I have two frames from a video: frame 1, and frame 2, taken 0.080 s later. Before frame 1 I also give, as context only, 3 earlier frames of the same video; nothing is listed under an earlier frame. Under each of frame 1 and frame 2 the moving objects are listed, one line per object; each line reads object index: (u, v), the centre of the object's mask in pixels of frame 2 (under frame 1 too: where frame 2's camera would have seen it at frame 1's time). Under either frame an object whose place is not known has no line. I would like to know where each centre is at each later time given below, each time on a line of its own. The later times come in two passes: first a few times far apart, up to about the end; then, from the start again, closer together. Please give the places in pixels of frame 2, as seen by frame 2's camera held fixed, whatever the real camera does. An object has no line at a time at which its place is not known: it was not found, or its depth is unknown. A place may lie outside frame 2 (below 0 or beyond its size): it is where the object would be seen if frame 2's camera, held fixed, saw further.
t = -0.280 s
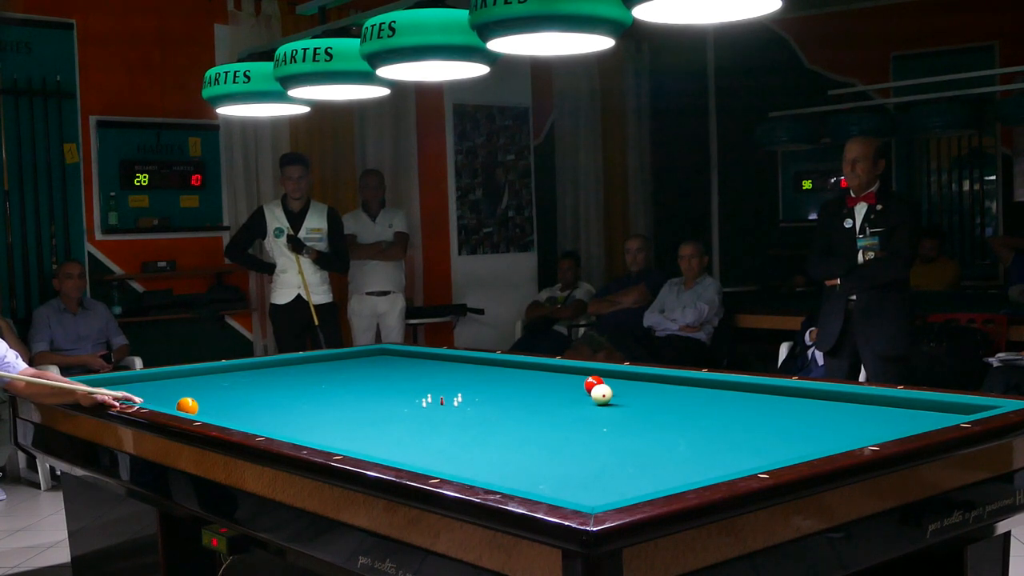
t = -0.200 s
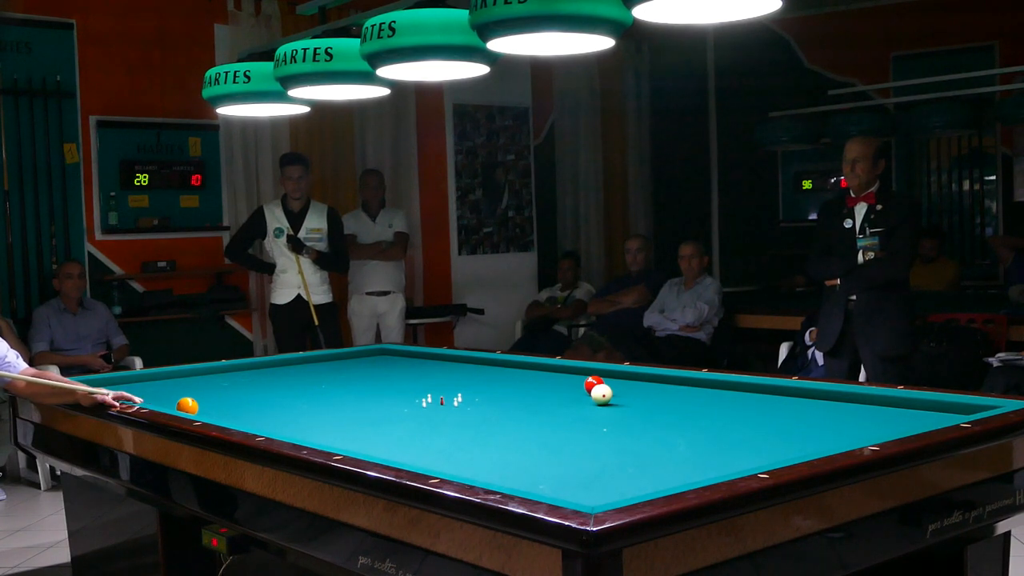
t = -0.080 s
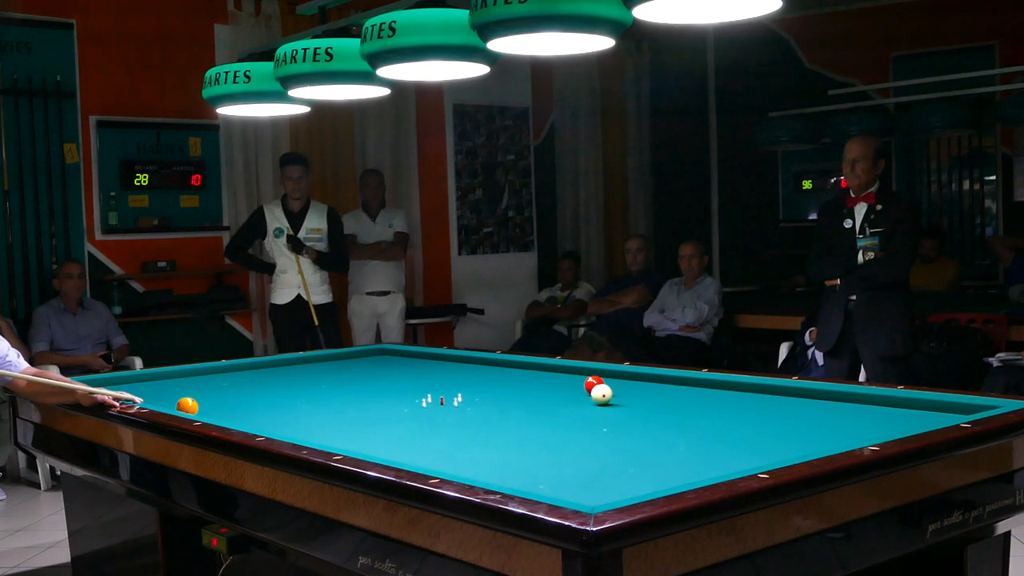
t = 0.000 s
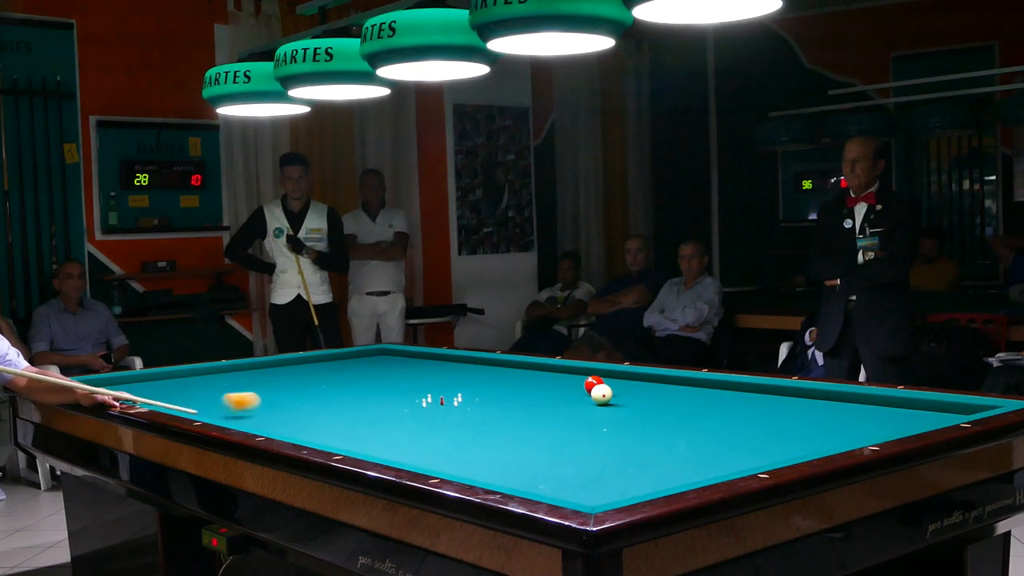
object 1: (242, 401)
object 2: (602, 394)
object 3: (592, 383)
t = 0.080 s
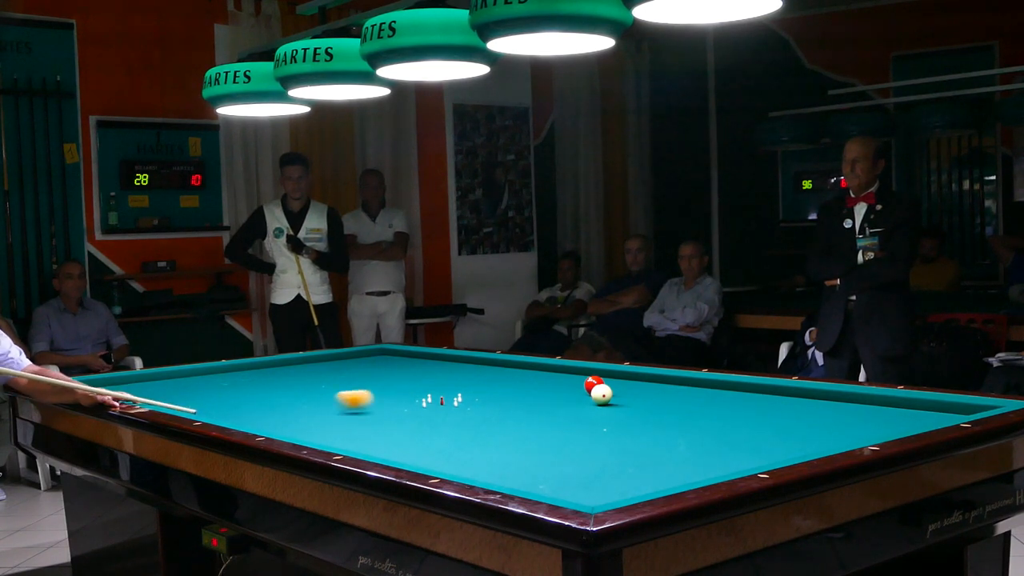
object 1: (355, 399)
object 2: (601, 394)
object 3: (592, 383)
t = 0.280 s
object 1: (583, 393)
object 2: (647, 392)
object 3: (596, 384)
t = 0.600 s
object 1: (587, 388)
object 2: (847, 417)
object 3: (600, 383)
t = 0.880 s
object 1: (582, 386)
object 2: (744, 442)
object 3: (606, 380)
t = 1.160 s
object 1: (578, 385)
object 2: (544, 450)
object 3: (613, 377)
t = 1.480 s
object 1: (573, 384)
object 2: (399, 447)
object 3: (621, 374)
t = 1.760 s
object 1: (570, 383)
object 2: (404, 423)
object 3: (617, 373)
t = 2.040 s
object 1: (566, 382)
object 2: (404, 405)
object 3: (606, 374)
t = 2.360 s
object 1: (563, 381)
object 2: (403, 387)
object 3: (594, 374)
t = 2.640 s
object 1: (560, 381)
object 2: (402, 375)
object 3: (585, 375)
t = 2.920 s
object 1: (559, 380)
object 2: (402, 366)
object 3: (577, 375)
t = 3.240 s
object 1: (557, 380)
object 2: (401, 356)
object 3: (571, 374)
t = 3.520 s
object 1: (556, 380)
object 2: (386, 351)
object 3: (566, 373)
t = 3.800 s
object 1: (555, 380)
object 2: (371, 352)
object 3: (562, 372)
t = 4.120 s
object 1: (555, 379)
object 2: (379, 354)
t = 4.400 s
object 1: (555, 379)
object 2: (387, 356)
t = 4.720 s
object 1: (555, 380)
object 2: (395, 358)
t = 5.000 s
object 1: (555, 380)
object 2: (402, 360)
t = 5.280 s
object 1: (555, 380)
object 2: (410, 362)
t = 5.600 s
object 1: (555, 380)
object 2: (418, 364)
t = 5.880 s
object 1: (555, 379)
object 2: (425, 366)
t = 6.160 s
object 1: (555, 380)
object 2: (431, 368)
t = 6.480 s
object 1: (555, 380)
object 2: (438, 370)
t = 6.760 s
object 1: (555, 380)
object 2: (444, 372)
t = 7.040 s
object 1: (555, 380)
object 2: (450, 374)
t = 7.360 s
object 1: (555, 380)
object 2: (456, 376)
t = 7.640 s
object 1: (555, 380)
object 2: (461, 377)
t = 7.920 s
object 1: (555, 380)
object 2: (466, 379)
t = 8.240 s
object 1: (555, 380)
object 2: (471, 380)
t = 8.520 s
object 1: (555, 380)
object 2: (475, 382)
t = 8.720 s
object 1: (556, 380)
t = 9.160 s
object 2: (484, 384)
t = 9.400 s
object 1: (555, 380)
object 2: (487, 386)
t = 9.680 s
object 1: (555, 380)
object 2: (490, 387)
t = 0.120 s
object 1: (410, 397)
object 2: (601, 394)
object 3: (592, 383)
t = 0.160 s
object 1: (467, 396)
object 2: (602, 394)
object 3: (592, 383)
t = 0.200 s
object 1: (521, 394)
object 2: (601, 394)
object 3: (592, 383)
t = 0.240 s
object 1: (573, 393)
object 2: (602, 393)
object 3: (593, 381)
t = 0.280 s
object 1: (583, 393)
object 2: (647, 392)
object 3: (596, 384)
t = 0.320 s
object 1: (585, 392)
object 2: (698, 391)
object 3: (596, 383)
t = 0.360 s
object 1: (586, 391)
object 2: (750, 391)
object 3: (597, 383)
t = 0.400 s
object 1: (587, 391)
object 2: (801, 390)
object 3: (597, 383)
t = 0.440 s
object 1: (587, 390)
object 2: (822, 394)
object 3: (597, 383)
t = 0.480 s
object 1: (588, 389)
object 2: (828, 400)
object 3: (598, 383)
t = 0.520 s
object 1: (589, 388)
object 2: (834, 406)
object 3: (599, 382)
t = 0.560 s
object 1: (588, 388)
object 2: (840, 411)
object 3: (599, 383)
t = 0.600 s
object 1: (587, 388)
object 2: (847, 417)
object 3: (600, 383)
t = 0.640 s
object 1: (586, 387)
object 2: (855, 424)
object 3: (601, 383)
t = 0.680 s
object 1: (585, 387)
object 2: (862, 429)
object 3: (601, 382)
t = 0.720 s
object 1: (585, 387)
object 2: (870, 432)
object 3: (602, 382)
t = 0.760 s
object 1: (584, 387)
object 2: (841, 436)
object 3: (603, 382)
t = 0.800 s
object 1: (584, 387)
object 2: (808, 438)
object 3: (604, 381)
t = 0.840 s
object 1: (583, 387)
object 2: (775, 440)
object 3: (605, 381)
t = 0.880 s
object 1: (582, 386)
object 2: (744, 442)
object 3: (606, 380)
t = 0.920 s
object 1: (582, 386)
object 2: (713, 443)
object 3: (607, 380)
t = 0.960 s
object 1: (581, 386)
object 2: (684, 444)
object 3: (608, 380)
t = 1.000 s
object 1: (580, 386)
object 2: (656, 445)
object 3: (609, 379)
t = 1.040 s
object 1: (580, 386)
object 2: (628, 446)
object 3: (610, 379)
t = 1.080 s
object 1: (579, 386)
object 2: (600, 448)
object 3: (611, 378)
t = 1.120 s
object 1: (578, 385)
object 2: (572, 449)
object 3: (612, 378)
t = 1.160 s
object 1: (578, 385)
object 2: (544, 450)
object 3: (613, 377)
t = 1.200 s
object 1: (577, 385)
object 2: (517, 452)
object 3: (614, 377)
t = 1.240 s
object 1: (577, 385)
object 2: (489, 453)
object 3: (615, 376)
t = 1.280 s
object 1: (576, 385)
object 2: (461, 455)
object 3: (616, 376)
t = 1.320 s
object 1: (576, 385)
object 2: (433, 455)
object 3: (617, 376)
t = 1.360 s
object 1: (575, 384)
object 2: (406, 454)
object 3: (618, 375)
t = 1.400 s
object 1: (574, 384)
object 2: (391, 452)
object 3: (619, 375)
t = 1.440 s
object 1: (574, 384)
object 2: (396, 450)
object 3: (620, 375)
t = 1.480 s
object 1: (573, 384)
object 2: (399, 447)
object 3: (621, 374)
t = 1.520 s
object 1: (573, 384)
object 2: (402, 443)
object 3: (622, 374)
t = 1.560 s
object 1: (572, 384)
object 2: (403, 439)
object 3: (623, 373)
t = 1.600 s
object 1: (572, 384)
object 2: (404, 435)
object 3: (624, 373)
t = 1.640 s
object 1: (571, 384)
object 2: (404, 432)
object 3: (622, 373)
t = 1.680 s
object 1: (571, 383)
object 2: (404, 429)
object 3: (621, 373)
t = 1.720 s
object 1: (570, 383)
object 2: (404, 426)
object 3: (619, 373)
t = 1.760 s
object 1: (570, 383)
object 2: (404, 423)
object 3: (617, 373)
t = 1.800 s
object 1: (569, 383)
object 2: (404, 420)
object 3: (615, 373)
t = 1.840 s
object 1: (569, 383)
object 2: (404, 417)
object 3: (614, 373)
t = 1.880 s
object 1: (568, 383)
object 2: (404, 414)
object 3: (612, 374)
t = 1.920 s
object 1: (567, 382)
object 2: (404, 412)
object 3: (611, 374)
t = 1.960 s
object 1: (567, 382)
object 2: (404, 410)
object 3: (609, 374)
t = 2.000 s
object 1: (566, 382)
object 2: (404, 407)
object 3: (607, 374)
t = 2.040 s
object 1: (566, 382)
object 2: (404, 405)
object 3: (606, 374)
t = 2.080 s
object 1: (566, 382)
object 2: (404, 402)
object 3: (604, 374)
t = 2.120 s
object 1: (565, 382)
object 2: (404, 399)
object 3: (603, 374)
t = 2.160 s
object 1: (565, 382)
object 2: (403, 397)
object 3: (601, 374)
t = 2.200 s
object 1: (564, 382)
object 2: (403, 395)
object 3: (600, 374)
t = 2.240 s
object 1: (564, 382)
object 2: (403, 393)
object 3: (598, 374)
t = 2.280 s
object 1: (563, 382)
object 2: (403, 391)
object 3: (597, 374)
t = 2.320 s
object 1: (563, 382)
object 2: (403, 389)
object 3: (595, 374)
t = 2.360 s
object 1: (563, 381)
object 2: (403, 387)
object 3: (594, 374)
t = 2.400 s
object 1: (562, 381)
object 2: (403, 386)
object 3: (593, 374)
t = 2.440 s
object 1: (562, 381)
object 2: (403, 384)
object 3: (591, 374)
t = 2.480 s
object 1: (562, 381)
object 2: (403, 382)
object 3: (590, 374)
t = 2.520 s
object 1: (561, 381)
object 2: (403, 380)
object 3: (589, 374)
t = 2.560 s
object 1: (561, 381)
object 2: (403, 378)
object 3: (587, 374)
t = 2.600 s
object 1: (561, 381)
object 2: (403, 377)
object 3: (586, 375)
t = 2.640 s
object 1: (560, 381)
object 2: (402, 375)
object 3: (585, 375)
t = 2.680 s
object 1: (560, 381)
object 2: (402, 374)
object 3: (584, 375)
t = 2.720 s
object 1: (560, 381)
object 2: (402, 373)
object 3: (583, 375)
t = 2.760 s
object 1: (560, 381)
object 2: (402, 371)
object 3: (582, 375)
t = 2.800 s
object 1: (559, 381)
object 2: (402, 369)
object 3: (580, 375)
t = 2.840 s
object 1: (559, 381)
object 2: (402, 368)
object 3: (579, 375)
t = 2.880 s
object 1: (559, 381)
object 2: (402, 367)
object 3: (578, 375)
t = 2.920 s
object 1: (559, 380)
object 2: (402, 366)
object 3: (577, 375)
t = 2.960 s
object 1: (558, 381)
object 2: (402, 364)
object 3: (576, 375)
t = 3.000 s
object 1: (558, 381)
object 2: (402, 363)
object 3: (575, 375)
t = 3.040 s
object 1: (558, 381)
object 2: (402, 362)
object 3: (575, 375)
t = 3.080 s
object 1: (558, 380)
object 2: (401, 360)
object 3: (574, 375)
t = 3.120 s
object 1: (558, 380)
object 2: (401, 359)
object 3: (573, 375)
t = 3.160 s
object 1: (557, 380)
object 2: (401, 358)
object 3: (572, 375)
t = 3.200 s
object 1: (557, 380)
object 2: (401, 357)
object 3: (572, 375)
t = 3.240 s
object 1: (557, 380)
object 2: (401, 356)
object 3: (571, 374)
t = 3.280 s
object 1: (557, 380)
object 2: (401, 355)
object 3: (570, 374)
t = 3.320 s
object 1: (557, 380)
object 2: (401, 354)
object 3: (570, 374)
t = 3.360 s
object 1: (556, 380)
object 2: (401, 352)
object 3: (569, 374)
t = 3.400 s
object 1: (556, 380)
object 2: (401, 352)
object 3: (568, 374)
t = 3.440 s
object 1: (556, 380)
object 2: (400, 351)
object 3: (568, 374)
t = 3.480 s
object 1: (556, 380)
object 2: (393, 351)
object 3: (567, 374)
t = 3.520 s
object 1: (556, 380)
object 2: (386, 351)
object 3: (566, 373)
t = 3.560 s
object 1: (556, 380)
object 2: (379, 351)
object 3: (566, 373)
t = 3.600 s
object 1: (556, 380)
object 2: (373, 351)
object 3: (565, 373)
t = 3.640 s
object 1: (556, 380)
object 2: (367, 350)
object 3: (565, 373)
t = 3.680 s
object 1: (555, 380)
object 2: (365, 351)
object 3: (564, 372)
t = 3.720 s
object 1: (556, 380)
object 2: (367, 351)
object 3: (563, 372)
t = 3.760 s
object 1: (556, 380)
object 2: (369, 351)
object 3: (562, 372)
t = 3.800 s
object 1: (555, 380)
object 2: (371, 352)
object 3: (562, 372)
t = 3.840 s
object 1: (555, 380)
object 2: (371, 352)
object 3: (561, 371)
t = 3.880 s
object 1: (555, 380)
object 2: (372, 352)
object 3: (560, 371)
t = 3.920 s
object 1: (555, 380)
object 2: (374, 352)
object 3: (559, 371)
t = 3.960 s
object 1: (555, 380)
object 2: (375, 353)
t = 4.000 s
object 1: (555, 380)
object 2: (376, 353)
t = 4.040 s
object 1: (555, 380)
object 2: (377, 353)
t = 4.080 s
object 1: (555, 379)
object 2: (378, 353)
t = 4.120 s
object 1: (555, 379)
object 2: (379, 354)
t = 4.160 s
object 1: (555, 379)
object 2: (380, 354)
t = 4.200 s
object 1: (555, 379)
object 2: (381, 354)
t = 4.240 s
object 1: (555, 380)
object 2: (382, 354)
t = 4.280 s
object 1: (555, 380)
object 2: (383, 355)
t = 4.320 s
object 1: (555, 380)
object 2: (384, 355)
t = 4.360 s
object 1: (555, 380)
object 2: (385, 355)
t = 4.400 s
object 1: (555, 379)
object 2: (387, 356)
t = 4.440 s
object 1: (555, 379)
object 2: (387, 356)
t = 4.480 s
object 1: (555, 380)
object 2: (388, 356)
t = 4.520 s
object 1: (555, 380)
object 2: (390, 357)
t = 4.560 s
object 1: (555, 380)
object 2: (391, 357)
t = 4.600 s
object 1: (555, 380)
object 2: (392, 357)
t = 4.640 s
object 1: (555, 380)
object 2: (393, 358)
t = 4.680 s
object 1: (555, 380)
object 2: (394, 358)
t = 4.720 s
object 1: (555, 380)
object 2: (395, 358)
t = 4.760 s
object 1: (555, 380)
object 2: (396, 358)
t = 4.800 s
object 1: (555, 380)
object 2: (397, 359)
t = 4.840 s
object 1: (555, 380)
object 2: (398, 359)
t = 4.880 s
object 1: (555, 380)
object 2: (399, 359)
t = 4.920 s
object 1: (555, 380)
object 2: (400, 360)
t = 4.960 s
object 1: (555, 380)
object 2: (401, 360)
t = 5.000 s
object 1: (555, 380)
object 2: (402, 360)
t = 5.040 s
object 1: (555, 380)
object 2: (403, 360)
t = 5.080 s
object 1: (555, 380)
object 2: (405, 360)
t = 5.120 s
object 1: (555, 380)
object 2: (406, 361)
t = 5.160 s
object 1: (555, 380)
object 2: (407, 361)
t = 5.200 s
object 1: (555, 380)
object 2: (408, 361)
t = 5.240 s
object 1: (555, 380)
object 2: (408, 362)
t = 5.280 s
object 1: (555, 380)
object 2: (410, 362)
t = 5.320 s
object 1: (555, 380)
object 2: (411, 362)
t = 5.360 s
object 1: (555, 380)
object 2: (412, 363)
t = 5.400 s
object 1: (555, 380)
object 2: (413, 363)
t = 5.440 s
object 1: (555, 380)
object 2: (414, 363)
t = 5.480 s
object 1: (555, 380)
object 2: (415, 364)
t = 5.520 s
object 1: (555, 380)
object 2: (416, 364)
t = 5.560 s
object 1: (555, 380)
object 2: (417, 364)
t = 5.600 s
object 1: (555, 380)
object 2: (418, 364)
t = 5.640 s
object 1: (555, 380)
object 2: (419, 365)
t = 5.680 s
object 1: (555, 380)
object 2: (419, 365)
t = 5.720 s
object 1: (555, 380)
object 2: (421, 365)
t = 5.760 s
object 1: (555, 380)
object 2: (422, 365)
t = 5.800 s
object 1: (555, 380)
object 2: (423, 366)
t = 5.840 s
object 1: (555, 380)
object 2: (424, 366)
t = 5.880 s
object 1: (555, 379)
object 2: (425, 366)
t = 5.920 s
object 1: (555, 380)
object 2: (425, 366)
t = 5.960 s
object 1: (555, 380)
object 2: (426, 367)
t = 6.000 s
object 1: (555, 380)
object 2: (427, 367)
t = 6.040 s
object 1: (555, 380)
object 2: (428, 367)
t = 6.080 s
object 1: (555, 380)
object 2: (429, 368)
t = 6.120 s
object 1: (555, 380)
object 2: (430, 368)
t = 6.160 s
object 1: (555, 380)
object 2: (431, 368)
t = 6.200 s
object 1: (555, 380)
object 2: (432, 368)
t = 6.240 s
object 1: (555, 380)
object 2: (433, 369)
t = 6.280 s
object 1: (555, 380)
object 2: (434, 369)
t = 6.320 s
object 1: (555, 380)
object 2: (435, 369)
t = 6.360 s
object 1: (555, 380)
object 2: (436, 369)
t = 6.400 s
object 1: (555, 380)
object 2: (436, 370)
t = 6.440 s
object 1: (555, 380)
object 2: (437, 370)
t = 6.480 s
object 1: (555, 380)
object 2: (438, 370)
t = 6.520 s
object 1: (555, 380)
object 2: (439, 370)
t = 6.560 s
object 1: (555, 380)
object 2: (440, 371)
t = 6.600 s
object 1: (555, 380)
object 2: (441, 371)
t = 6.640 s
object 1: (555, 380)
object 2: (442, 371)
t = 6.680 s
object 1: (555, 380)
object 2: (442, 371)
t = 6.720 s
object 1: (555, 380)
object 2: (443, 372)
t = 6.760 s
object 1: (555, 380)
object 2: (444, 372)
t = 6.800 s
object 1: (555, 380)
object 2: (445, 372)
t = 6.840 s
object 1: (555, 380)
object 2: (446, 373)
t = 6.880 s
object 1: (555, 380)
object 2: (447, 373)
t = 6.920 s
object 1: (555, 380)
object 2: (447, 373)
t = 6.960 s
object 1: (555, 380)
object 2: (448, 373)
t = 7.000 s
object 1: (555, 380)
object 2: (449, 374)
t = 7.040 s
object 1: (555, 380)
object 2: (450, 374)
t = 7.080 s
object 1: (555, 380)
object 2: (450, 374)
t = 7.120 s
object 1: (555, 380)
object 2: (451, 374)
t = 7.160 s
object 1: (555, 380)
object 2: (452, 375)
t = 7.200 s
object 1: (555, 380)
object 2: (453, 375)
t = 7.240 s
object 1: (555, 380)
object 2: (454, 375)
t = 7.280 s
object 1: (555, 380)
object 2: (454, 375)
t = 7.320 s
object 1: (555, 380)
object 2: (455, 376)
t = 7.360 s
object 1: (555, 380)
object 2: (456, 376)
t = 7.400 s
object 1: (555, 380)
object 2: (457, 376)
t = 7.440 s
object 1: (555, 380)
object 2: (457, 376)
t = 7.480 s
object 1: (555, 380)
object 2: (458, 377)
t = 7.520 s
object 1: (555, 380)
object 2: (459, 377)
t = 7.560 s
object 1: (555, 380)
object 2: (460, 377)
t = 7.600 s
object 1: (555, 380)
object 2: (460, 377)
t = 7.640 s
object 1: (555, 380)
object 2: (461, 377)
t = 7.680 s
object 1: (555, 380)
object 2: (462, 378)
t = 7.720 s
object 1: (555, 380)
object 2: (463, 378)
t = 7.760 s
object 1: (555, 380)
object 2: (463, 378)
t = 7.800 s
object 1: (555, 380)
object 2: (464, 378)
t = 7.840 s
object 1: (555, 380)
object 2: (465, 378)
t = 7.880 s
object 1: (555, 380)
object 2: (465, 379)
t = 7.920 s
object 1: (555, 380)
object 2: (466, 379)
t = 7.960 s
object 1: (555, 380)
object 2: (467, 379)
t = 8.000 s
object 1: (555, 380)
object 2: (467, 379)
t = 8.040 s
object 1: (555, 380)
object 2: (468, 380)
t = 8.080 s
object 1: (555, 380)
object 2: (468, 380)
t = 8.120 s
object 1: (555, 380)
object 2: (469, 380)
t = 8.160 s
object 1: (555, 380)
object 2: (470, 380)
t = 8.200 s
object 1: (555, 380)
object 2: (471, 380)
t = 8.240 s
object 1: (555, 380)
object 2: (471, 380)
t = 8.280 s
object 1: (555, 380)
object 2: (472, 381)
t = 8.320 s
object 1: (555, 380)
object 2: (472, 381)
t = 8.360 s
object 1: (555, 380)
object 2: (473, 381)
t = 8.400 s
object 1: (555, 380)
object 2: (474, 381)
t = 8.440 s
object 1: (555, 380)
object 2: (474, 382)
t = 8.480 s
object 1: (555, 380)
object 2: (475, 382)
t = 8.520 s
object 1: (555, 380)
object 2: (475, 382)
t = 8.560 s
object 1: (555, 380)
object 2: (476, 382)
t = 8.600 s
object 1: (555, 380)
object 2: (476, 383)
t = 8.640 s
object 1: (555, 380)
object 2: (482, 381)
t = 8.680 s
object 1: (555, 380)
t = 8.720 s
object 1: (556, 380)
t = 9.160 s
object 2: (484, 384)
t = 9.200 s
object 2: (485, 385)
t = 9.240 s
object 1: (555, 380)
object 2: (485, 385)
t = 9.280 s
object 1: (555, 380)
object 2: (486, 385)
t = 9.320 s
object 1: (555, 380)
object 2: (486, 385)
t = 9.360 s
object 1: (555, 380)
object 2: (487, 385)
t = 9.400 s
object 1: (555, 380)
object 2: (487, 386)
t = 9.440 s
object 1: (555, 380)
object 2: (488, 386)
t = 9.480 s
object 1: (555, 380)
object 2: (488, 386)
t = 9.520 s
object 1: (555, 380)
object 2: (489, 386)
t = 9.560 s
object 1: (555, 380)
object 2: (489, 387)
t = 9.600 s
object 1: (555, 380)
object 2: (489, 387)
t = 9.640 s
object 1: (555, 380)
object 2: (490, 387)
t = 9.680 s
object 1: (555, 380)
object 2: (490, 387)
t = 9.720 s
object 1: (555, 380)
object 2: (491, 387)
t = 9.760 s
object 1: (555, 380)
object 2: (491, 387)
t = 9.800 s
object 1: (555, 380)
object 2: (491, 387)
